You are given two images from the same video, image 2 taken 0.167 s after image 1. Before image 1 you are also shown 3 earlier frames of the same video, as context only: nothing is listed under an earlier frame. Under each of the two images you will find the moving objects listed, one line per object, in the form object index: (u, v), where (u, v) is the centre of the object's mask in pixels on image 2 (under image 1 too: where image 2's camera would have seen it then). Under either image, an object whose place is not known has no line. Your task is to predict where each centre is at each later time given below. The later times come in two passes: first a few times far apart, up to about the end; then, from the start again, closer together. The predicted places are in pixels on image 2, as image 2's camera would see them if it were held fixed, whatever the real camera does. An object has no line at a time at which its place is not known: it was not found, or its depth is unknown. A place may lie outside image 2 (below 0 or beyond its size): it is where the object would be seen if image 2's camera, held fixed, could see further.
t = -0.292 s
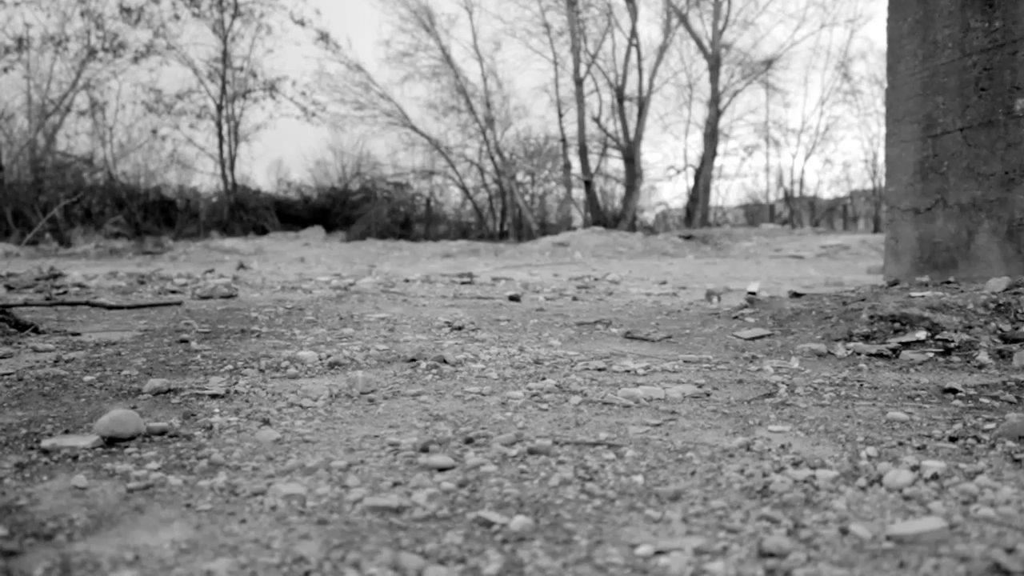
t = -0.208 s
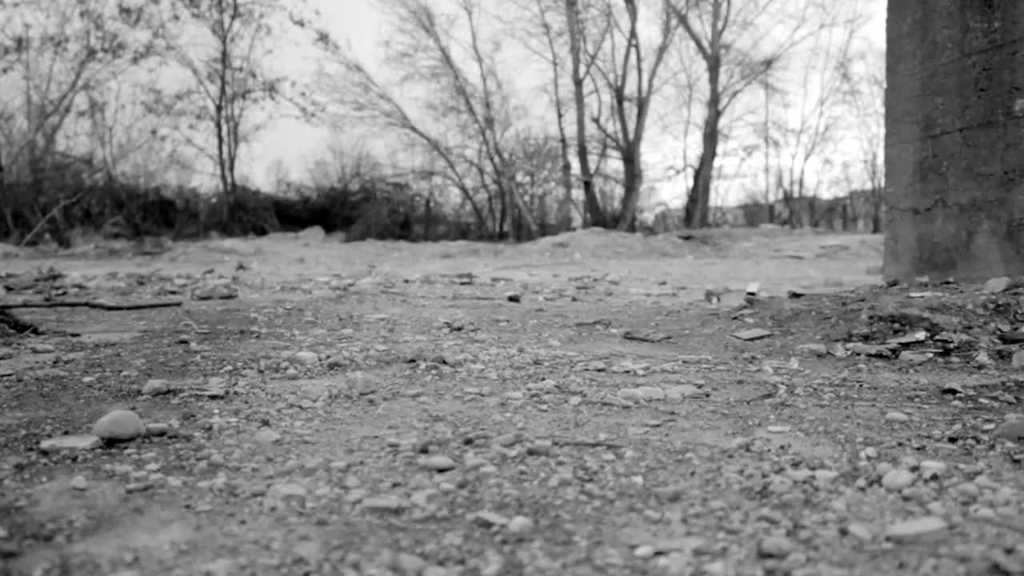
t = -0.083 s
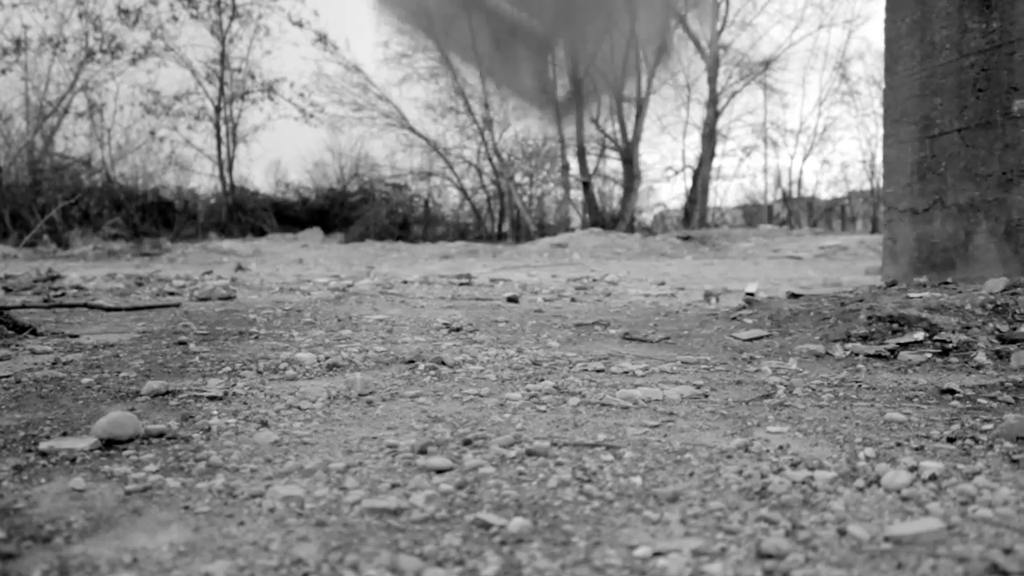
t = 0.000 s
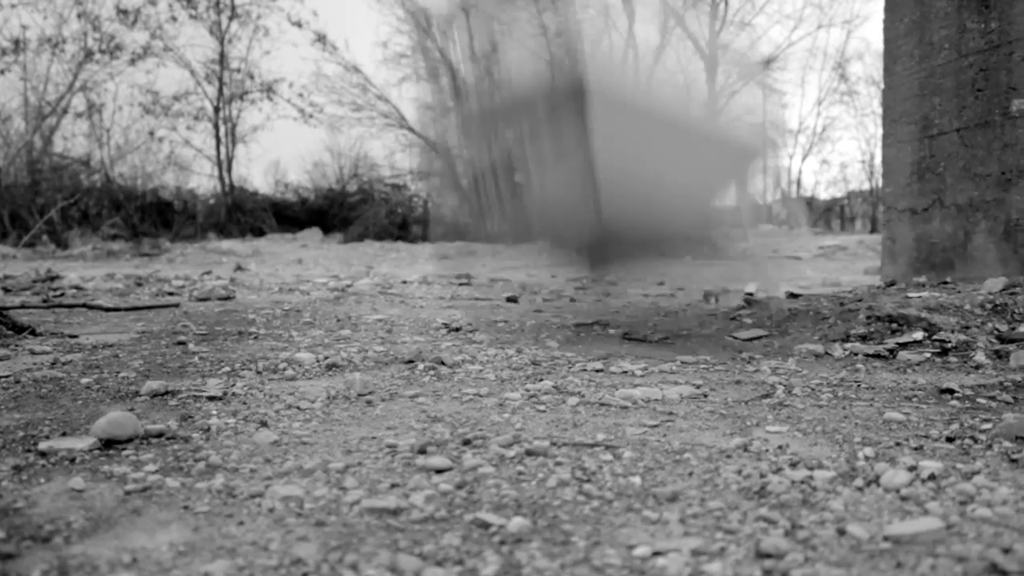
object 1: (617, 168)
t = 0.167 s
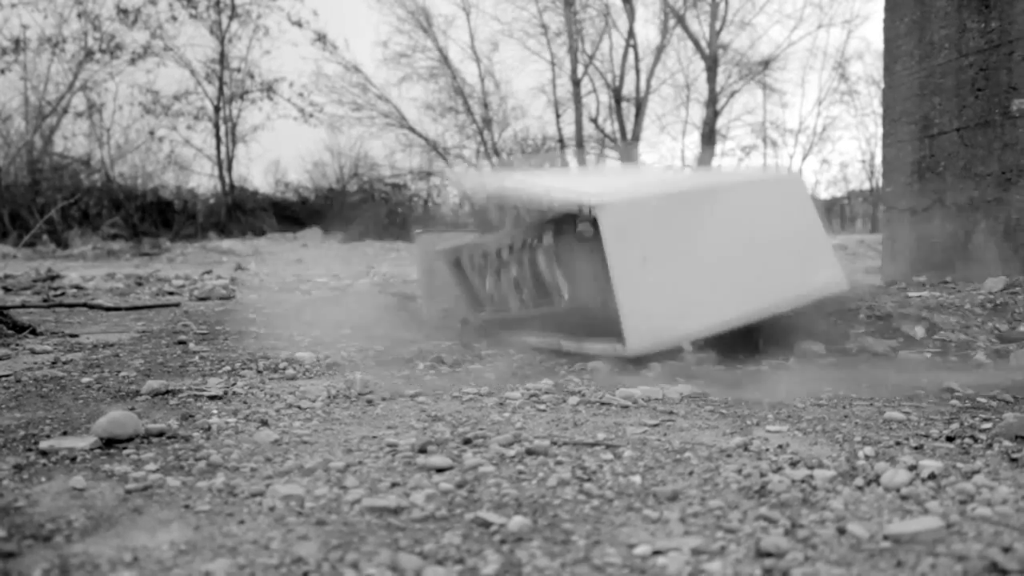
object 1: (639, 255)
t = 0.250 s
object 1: (647, 235)
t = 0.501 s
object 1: (660, 260)
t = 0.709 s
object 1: (660, 276)
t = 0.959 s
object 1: (660, 279)
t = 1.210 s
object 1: (657, 276)
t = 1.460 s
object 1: (658, 277)
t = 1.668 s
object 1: (657, 277)
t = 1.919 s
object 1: (658, 277)
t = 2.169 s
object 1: (656, 276)
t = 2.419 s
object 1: (657, 277)
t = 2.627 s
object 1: (657, 277)
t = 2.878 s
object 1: (656, 277)
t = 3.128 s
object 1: (656, 277)
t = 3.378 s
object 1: (656, 277)
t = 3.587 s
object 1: (656, 277)
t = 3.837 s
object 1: (656, 277)
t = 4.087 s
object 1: (656, 277)
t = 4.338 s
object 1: (656, 277)
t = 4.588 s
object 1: (655, 277)
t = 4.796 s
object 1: (656, 277)
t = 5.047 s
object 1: (656, 277)
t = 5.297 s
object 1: (656, 277)
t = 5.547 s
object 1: (655, 277)
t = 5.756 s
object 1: (655, 277)
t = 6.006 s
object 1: (655, 277)
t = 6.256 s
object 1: (657, 277)
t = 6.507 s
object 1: (654, 277)
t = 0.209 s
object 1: (640, 242)
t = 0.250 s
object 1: (647, 235)
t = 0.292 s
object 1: (656, 238)
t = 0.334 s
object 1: (654, 237)
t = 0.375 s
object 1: (656, 237)
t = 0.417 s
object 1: (657, 241)
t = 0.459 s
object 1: (658, 248)
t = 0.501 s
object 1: (660, 260)
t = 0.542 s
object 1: (661, 277)
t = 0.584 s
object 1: (663, 280)
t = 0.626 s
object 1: (652, 280)
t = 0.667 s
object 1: (652, 280)
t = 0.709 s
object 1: (660, 276)
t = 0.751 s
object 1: (657, 275)
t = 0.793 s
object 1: (655, 274)
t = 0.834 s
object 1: (656, 275)
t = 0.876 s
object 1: (658, 277)
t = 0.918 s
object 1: (649, 277)
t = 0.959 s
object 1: (660, 279)
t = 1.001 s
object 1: (660, 279)
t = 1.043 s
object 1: (660, 279)
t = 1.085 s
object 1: (659, 277)
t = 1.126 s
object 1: (657, 276)
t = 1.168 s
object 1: (656, 276)
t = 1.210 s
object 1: (657, 276)
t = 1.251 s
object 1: (656, 277)
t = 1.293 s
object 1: (656, 277)
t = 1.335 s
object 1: (656, 277)
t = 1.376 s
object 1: (658, 277)
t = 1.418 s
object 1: (658, 277)
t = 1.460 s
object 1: (658, 277)
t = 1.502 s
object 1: (658, 277)
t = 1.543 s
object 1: (658, 277)
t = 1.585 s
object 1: (657, 277)
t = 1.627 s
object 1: (657, 277)
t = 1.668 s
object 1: (657, 277)
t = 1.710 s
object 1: (657, 277)
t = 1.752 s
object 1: (657, 276)
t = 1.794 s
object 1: (657, 276)
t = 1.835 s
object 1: (657, 276)
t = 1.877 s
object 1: (656, 277)
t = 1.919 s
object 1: (658, 277)
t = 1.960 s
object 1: (658, 277)
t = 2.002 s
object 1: (657, 277)
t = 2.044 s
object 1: (657, 277)
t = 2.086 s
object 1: (656, 276)
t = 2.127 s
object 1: (656, 276)
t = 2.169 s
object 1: (656, 276)
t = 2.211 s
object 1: (656, 277)
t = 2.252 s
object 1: (657, 277)
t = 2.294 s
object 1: (656, 277)
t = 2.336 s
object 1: (656, 277)
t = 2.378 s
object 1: (657, 277)
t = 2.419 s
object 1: (657, 277)
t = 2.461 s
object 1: (657, 277)
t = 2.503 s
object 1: (657, 277)
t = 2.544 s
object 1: (657, 277)
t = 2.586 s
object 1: (657, 277)
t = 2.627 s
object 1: (657, 277)
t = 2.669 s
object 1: (657, 277)
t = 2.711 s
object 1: (656, 277)
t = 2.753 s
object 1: (655, 277)
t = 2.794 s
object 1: (655, 277)
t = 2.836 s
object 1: (656, 277)
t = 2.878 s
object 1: (656, 277)
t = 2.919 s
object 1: (656, 277)
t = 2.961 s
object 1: (656, 277)
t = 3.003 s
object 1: (656, 277)
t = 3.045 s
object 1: (656, 277)
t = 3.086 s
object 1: (656, 277)
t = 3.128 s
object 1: (656, 277)
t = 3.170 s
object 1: (656, 277)
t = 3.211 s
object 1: (657, 277)
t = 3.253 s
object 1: (657, 277)
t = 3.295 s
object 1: (657, 277)
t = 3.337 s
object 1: (656, 277)
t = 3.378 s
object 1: (656, 277)
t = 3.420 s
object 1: (656, 277)
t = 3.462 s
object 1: (656, 277)
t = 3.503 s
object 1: (656, 277)
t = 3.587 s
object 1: (656, 277)
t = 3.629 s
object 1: (656, 277)
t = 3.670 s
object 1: (655, 277)
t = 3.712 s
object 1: (655, 277)
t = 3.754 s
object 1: (656, 277)
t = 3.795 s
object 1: (656, 277)
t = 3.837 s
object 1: (656, 277)
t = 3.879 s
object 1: (656, 277)
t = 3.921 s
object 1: (655, 277)
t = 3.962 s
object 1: (655, 277)
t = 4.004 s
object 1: (655, 277)
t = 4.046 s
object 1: (655, 277)
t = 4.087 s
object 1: (656, 277)
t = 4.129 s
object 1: (656, 277)
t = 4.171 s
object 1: (656, 277)
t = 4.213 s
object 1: (656, 277)
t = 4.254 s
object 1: (655, 277)
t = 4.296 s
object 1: (655, 277)
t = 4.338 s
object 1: (656, 277)
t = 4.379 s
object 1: (656, 277)
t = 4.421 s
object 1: (656, 277)
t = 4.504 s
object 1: (656, 277)
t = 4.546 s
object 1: (656, 277)
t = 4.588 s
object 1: (655, 277)
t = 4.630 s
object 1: (655, 277)
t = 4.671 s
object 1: (655, 277)
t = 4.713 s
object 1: (656, 277)
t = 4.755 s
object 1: (656, 277)
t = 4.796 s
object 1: (656, 277)
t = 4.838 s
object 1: (656, 277)
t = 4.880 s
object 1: (657, 277)
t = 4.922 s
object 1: (656, 277)
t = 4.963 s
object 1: (655, 277)
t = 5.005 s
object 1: (656, 277)
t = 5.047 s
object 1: (656, 277)
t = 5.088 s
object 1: (656, 277)
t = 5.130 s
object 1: (657, 277)
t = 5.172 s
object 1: (657, 277)
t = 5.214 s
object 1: (657, 277)
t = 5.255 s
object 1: (657, 277)
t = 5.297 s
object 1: (656, 277)
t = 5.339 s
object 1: (656, 277)
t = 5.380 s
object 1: (656, 277)
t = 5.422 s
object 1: (657, 277)
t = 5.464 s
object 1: (657, 277)
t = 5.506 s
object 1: (655, 277)
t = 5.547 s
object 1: (655, 277)
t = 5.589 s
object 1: (656, 277)
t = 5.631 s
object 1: (656, 277)
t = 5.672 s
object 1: (655, 277)
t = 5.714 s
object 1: (655, 277)
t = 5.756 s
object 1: (655, 277)
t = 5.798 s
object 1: (655, 277)
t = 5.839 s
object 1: (655, 277)
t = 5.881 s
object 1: (655, 277)
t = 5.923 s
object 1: (655, 277)
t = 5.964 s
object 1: (655, 277)
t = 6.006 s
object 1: (655, 277)
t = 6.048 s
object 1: (655, 277)
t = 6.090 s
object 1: (655, 277)
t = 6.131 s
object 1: (655, 277)
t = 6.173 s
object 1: (656, 278)
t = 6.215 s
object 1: (657, 278)
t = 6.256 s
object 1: (657, 277)
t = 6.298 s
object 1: (656, 277)
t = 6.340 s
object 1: (656, 277)
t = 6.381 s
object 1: (656, 277)
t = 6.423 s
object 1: (656, 277)
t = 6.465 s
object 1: (657, 277)
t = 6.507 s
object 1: (654, 277)
